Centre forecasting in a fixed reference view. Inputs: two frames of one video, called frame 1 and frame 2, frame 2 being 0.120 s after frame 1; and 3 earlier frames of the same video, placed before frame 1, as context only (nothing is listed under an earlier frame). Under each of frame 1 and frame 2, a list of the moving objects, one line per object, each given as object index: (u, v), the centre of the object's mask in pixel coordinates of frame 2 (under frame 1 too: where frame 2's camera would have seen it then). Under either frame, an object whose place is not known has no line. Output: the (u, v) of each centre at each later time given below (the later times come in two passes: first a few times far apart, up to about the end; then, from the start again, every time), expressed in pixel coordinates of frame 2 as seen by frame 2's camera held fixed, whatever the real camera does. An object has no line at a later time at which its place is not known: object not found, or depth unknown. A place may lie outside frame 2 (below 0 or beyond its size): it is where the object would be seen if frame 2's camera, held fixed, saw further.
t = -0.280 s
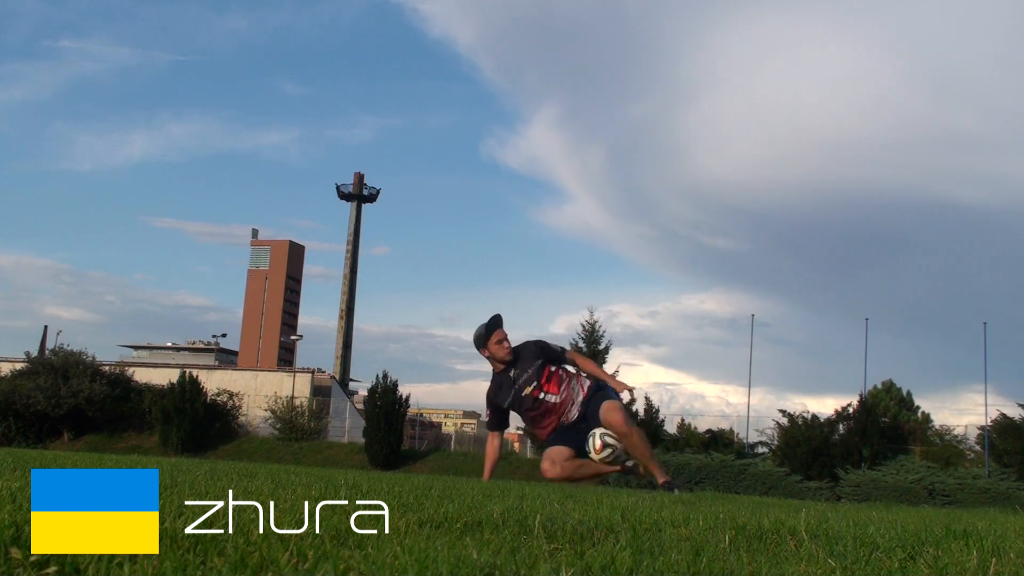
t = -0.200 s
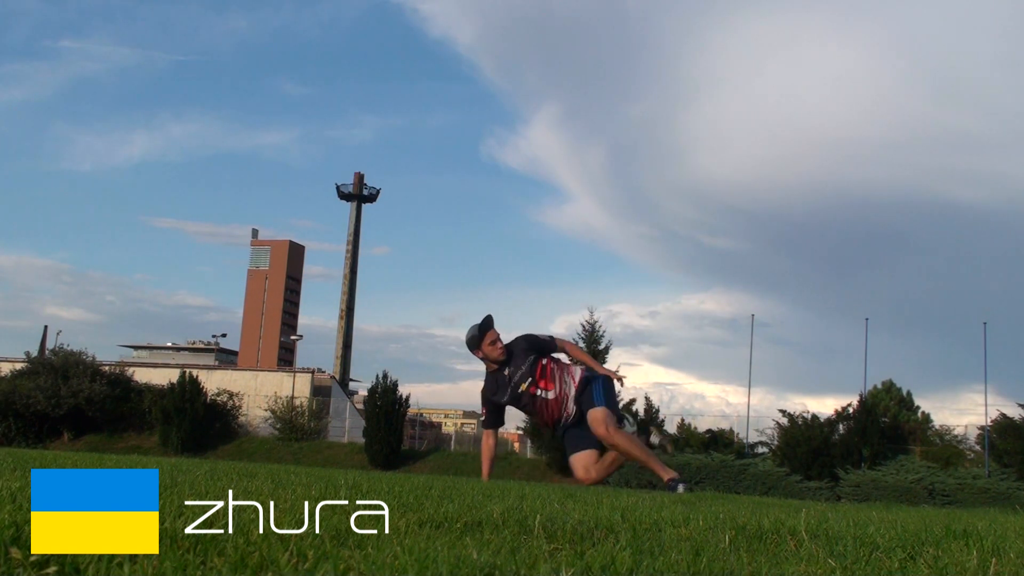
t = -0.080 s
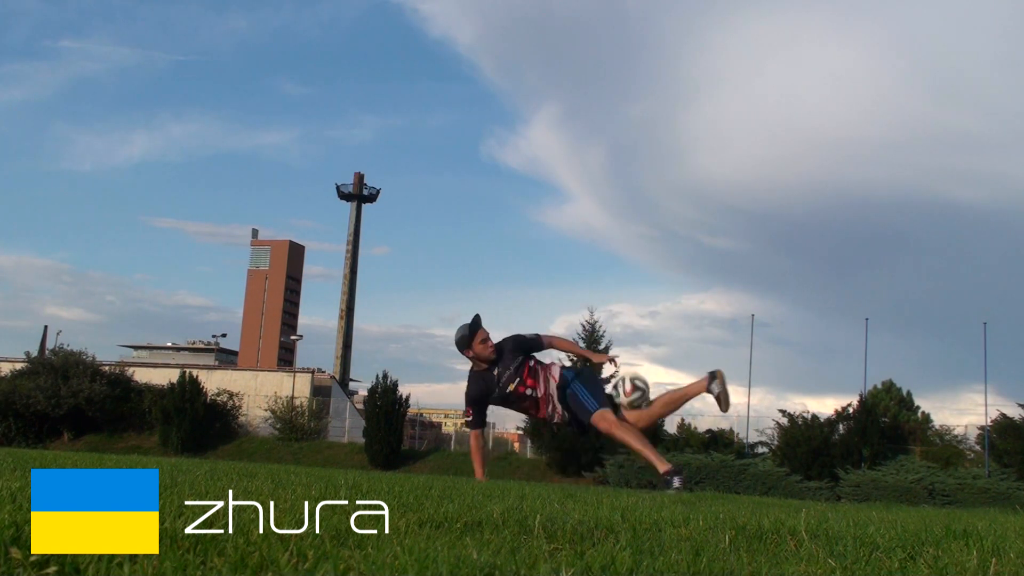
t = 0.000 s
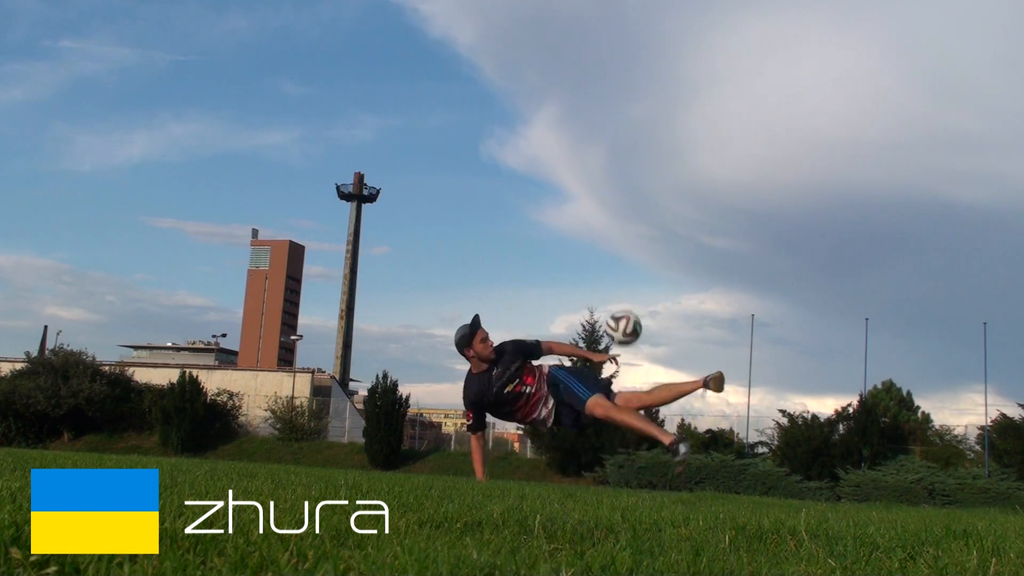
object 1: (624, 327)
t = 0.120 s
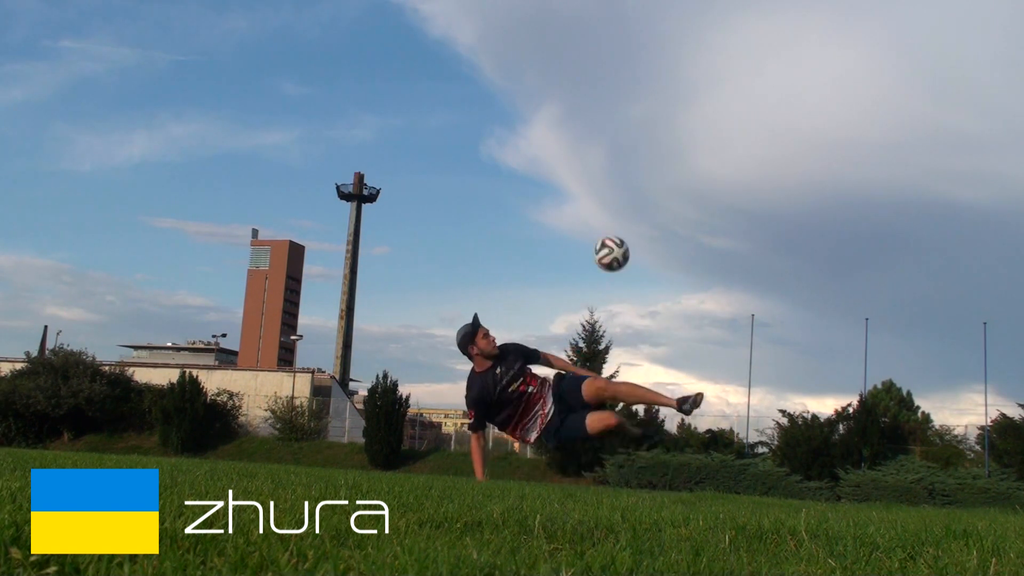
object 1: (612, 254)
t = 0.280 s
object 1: (594, 193)
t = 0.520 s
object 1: (565, 175)
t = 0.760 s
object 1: (531, 242)
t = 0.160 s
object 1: (607, 234)
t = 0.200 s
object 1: (603, 217)
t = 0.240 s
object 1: (599, 204)
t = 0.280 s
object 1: (594, 193)
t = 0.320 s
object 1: (589, 183)
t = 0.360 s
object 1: (585, 177)
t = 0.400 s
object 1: (580, 173)
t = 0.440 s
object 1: (575, 171)
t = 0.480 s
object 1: (570, 172)
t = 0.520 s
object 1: (565, 175)
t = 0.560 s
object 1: (559, 180)
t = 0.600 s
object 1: (554, 188)
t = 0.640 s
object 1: (548, 198)
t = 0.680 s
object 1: (543, 211)
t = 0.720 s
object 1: (537, 225)
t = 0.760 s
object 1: (531, 242)
